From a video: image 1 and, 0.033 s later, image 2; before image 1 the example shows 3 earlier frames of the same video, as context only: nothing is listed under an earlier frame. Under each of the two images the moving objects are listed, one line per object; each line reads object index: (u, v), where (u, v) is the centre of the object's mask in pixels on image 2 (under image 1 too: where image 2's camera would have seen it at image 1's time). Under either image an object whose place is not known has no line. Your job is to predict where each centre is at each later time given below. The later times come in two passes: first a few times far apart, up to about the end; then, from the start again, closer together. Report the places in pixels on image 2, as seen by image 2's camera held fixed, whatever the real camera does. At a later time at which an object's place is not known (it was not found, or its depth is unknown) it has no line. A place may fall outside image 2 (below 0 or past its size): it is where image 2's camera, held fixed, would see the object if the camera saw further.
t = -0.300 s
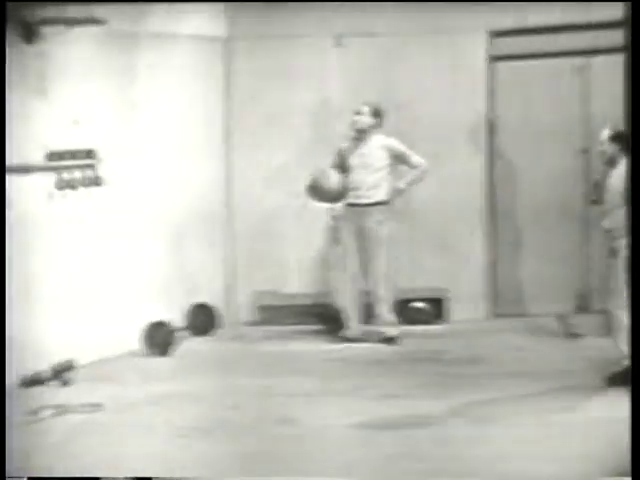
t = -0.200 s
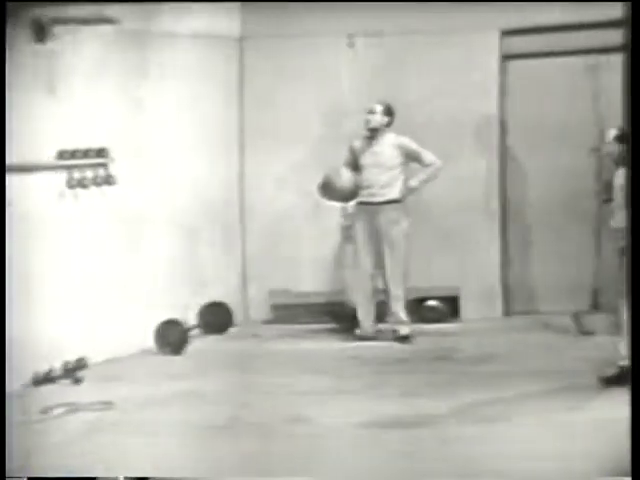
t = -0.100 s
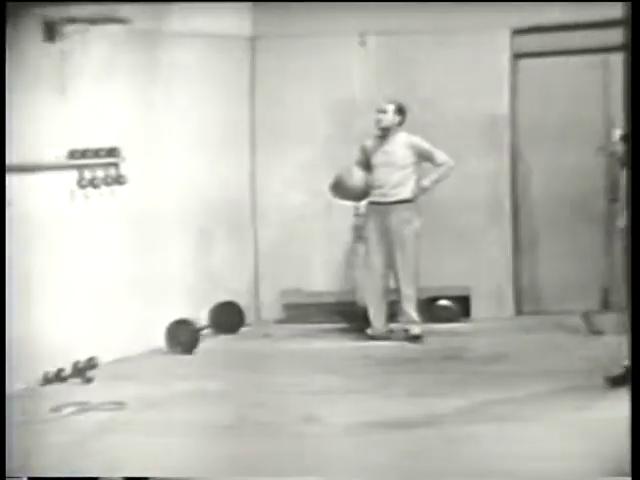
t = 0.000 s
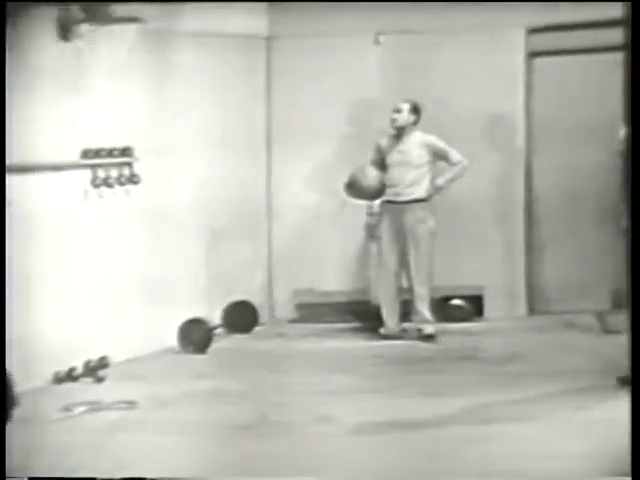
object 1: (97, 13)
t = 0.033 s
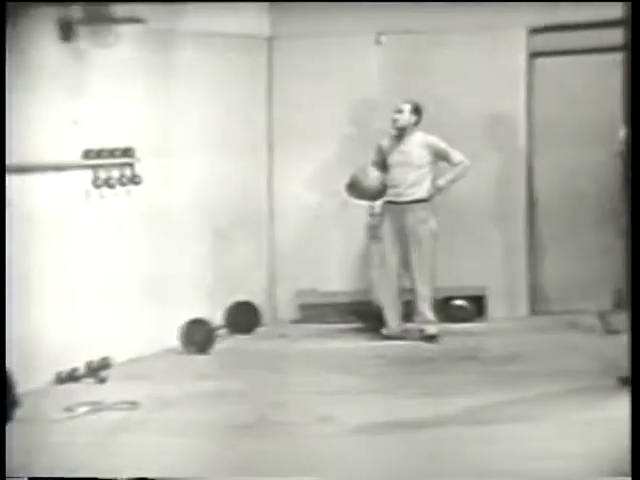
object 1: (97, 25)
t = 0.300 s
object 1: (121, 222)
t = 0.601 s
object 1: (142, 249)
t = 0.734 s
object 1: (147, 178)
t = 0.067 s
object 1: (98, 25)
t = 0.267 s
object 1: (116, 192)
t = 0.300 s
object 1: (121, 222)
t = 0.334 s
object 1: (125, 255)
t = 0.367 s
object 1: (128, 283)
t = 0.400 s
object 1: (129, 309)
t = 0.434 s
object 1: (132, 348)
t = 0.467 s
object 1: (135, 336)
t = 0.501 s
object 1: (138, 308)
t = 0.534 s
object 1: (138, 291)
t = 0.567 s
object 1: (140, 273)
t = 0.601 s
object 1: (142, 249)
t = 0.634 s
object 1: (144, 220)
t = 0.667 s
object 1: (145, 195)
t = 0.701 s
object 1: (146, 188)
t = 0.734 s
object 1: (147, 178)
